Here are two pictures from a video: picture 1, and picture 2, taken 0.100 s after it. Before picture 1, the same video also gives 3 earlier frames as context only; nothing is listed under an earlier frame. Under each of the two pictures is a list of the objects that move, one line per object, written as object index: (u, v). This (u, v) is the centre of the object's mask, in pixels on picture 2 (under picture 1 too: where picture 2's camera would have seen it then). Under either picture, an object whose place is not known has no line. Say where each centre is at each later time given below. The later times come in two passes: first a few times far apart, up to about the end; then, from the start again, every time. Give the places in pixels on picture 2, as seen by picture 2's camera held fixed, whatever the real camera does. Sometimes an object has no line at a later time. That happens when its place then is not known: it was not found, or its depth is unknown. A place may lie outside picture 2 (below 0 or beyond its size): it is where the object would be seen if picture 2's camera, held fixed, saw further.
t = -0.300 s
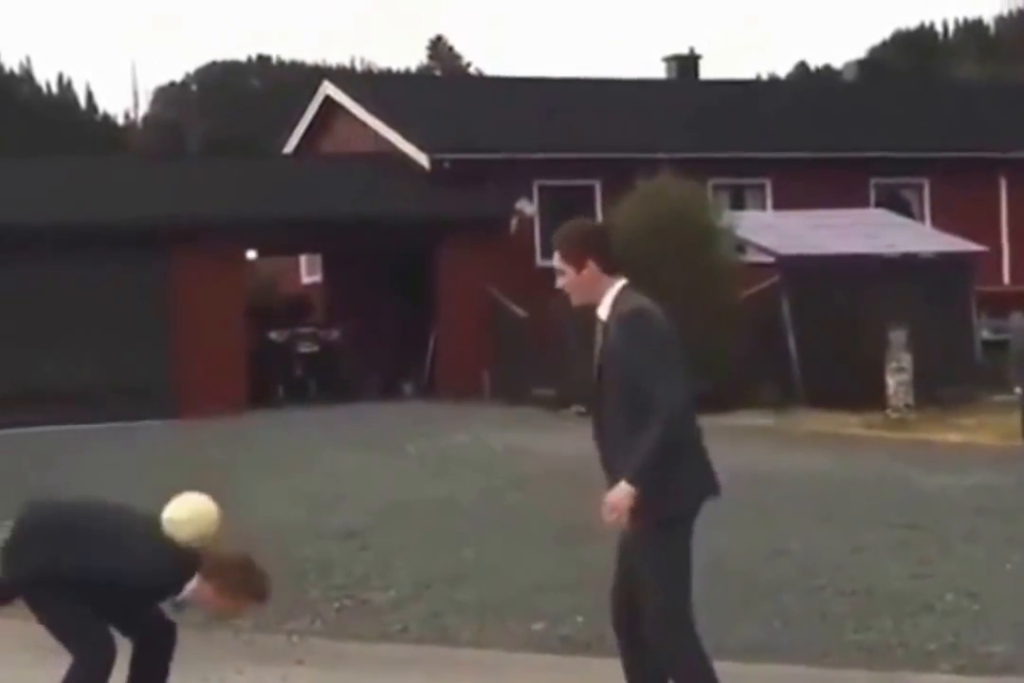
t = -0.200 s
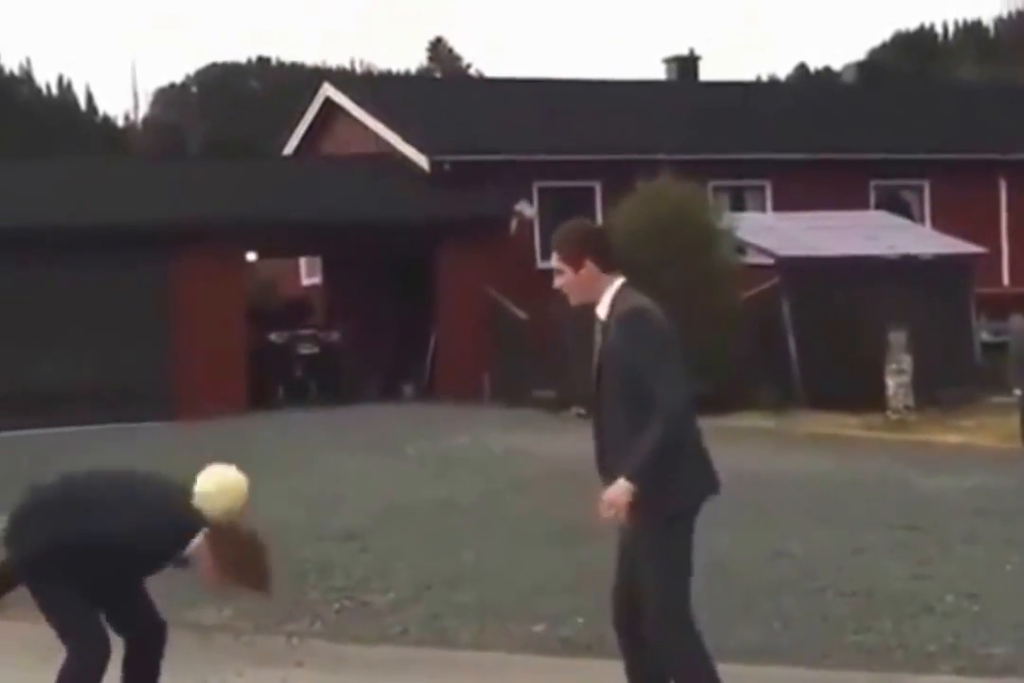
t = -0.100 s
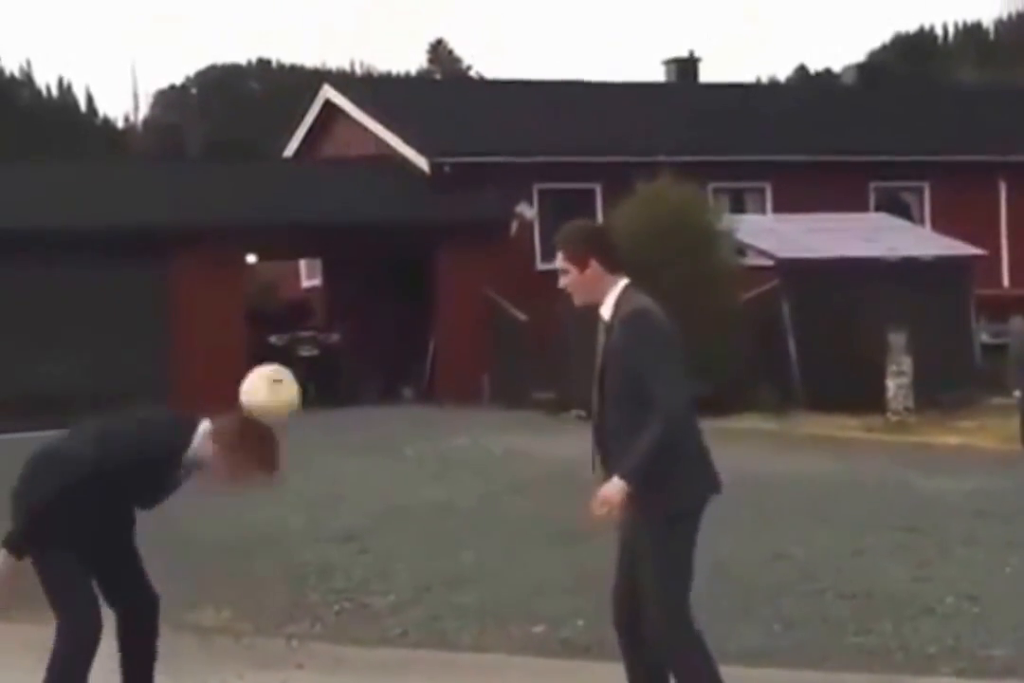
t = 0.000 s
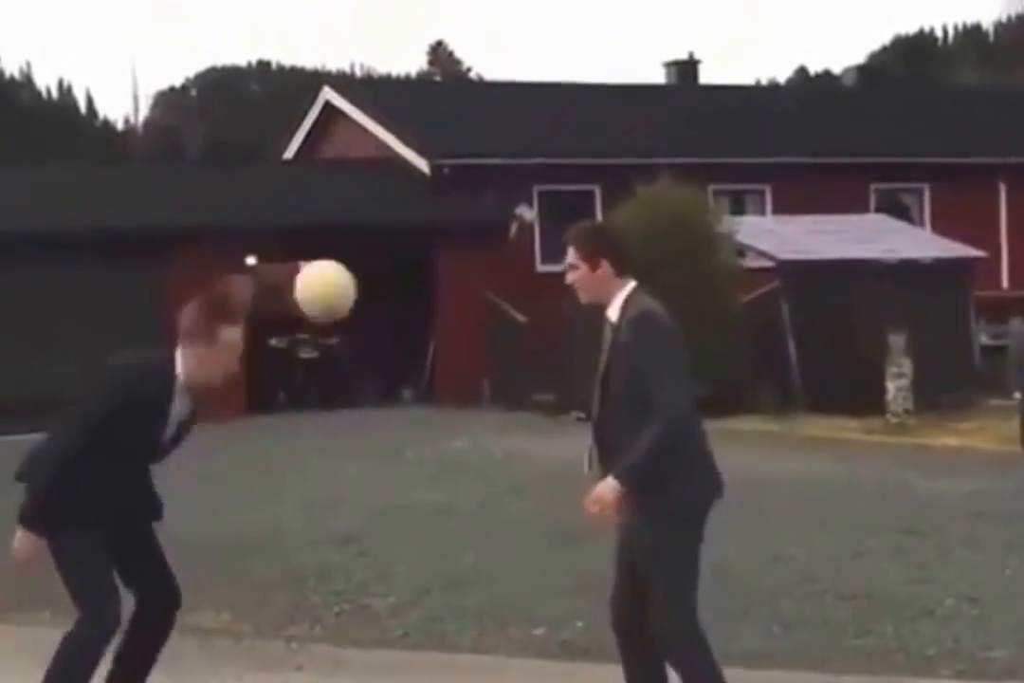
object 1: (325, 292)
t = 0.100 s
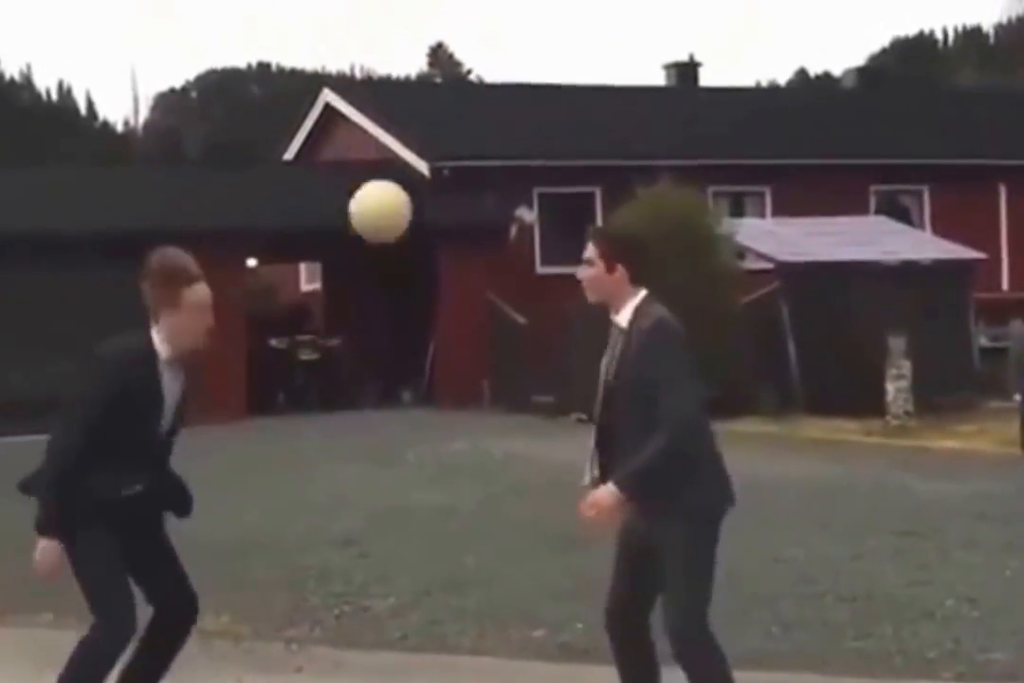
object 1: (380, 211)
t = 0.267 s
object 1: (479, 140)
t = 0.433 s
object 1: (583, 155)
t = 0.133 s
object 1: (400, 190)
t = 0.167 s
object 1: (419, 173)
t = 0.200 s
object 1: (439, 159)
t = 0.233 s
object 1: (460, 148)
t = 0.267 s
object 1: (479, 140)
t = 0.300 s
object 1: (500, 137)
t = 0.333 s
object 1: (520, 137)
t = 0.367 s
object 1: (541, 139)
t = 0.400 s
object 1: (562, 145)
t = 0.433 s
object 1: (583, 155)
